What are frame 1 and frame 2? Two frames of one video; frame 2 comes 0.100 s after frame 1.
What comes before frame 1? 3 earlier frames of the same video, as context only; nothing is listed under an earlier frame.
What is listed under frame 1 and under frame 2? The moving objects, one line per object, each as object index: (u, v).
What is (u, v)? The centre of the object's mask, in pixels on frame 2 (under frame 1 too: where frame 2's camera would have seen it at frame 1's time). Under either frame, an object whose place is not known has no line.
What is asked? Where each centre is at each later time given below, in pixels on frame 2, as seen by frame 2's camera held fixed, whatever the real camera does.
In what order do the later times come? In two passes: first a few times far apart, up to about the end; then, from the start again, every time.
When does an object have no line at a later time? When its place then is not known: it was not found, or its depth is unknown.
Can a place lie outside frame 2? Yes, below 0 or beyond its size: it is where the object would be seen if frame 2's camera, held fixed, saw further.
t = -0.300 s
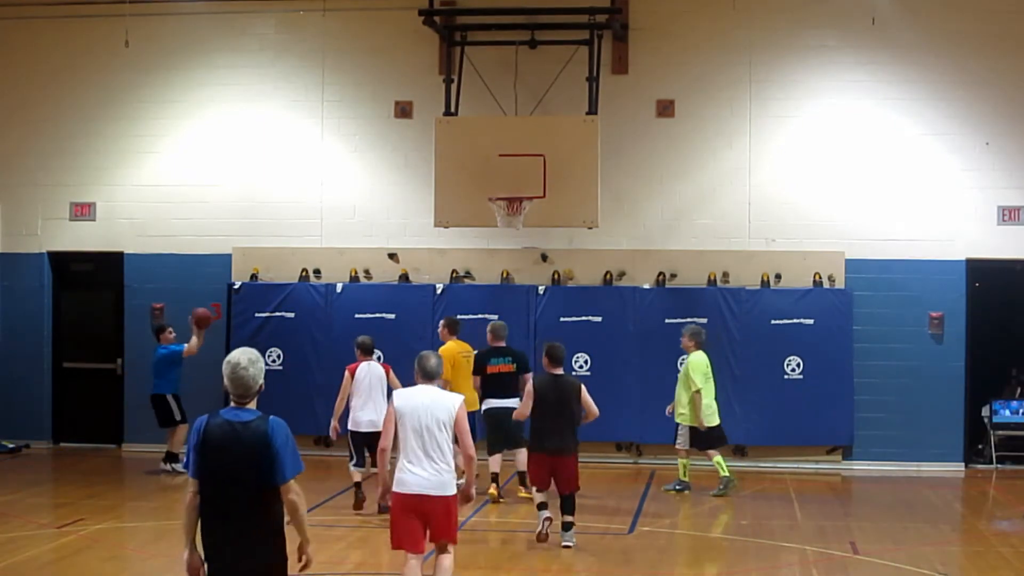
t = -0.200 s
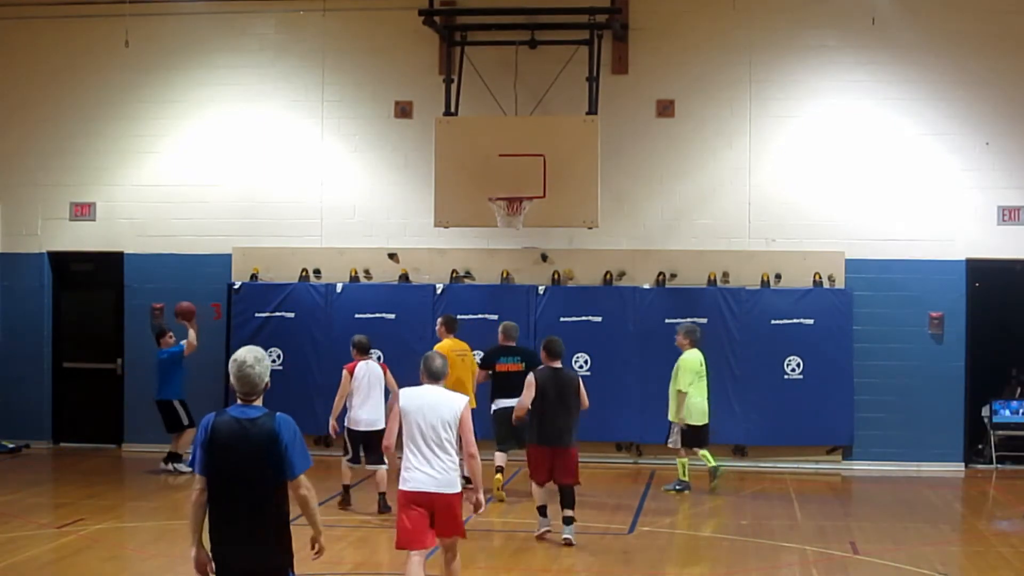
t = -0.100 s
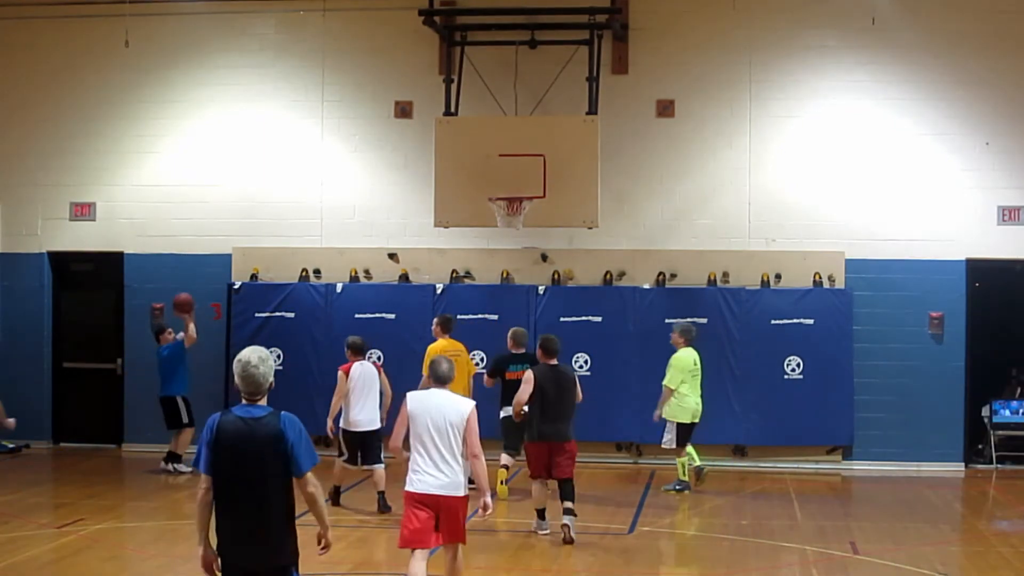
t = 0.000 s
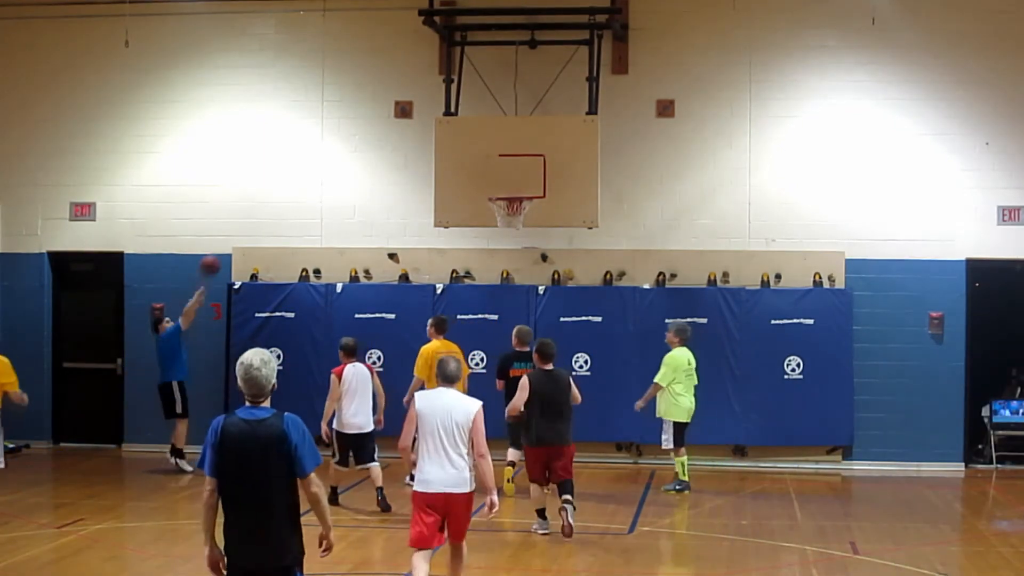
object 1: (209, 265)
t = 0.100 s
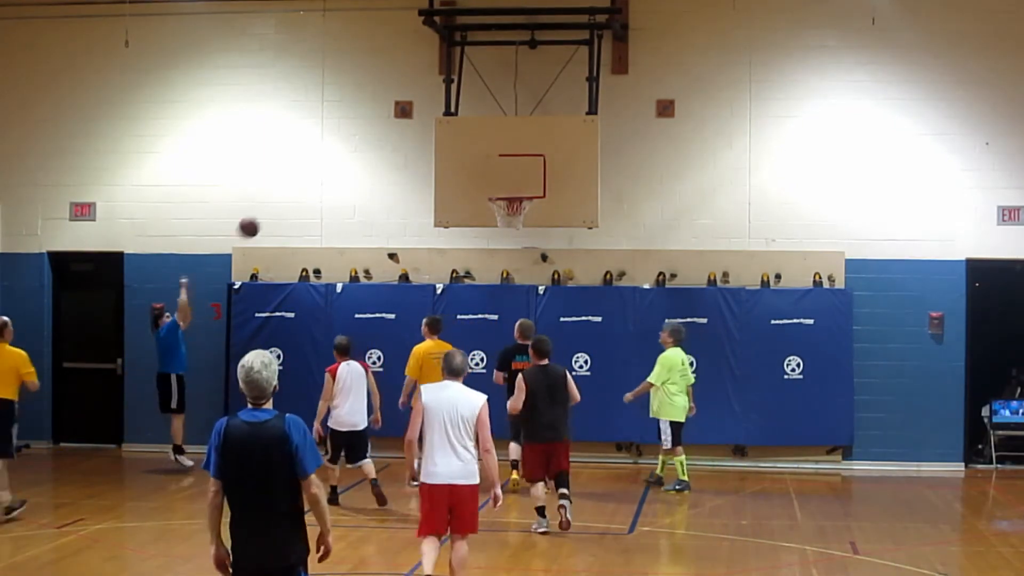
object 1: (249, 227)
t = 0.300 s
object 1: (327, 176)
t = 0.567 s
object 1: (431, 161)
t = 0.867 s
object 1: (513, 209)
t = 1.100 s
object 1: (518, 241)
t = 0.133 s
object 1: (261, 216)
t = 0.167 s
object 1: (274, 206)
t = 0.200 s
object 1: (288, 197)
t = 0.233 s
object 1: (301, 190)
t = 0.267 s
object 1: (314, 183)
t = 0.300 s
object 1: (327, 176)
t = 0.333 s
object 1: (340, 171)
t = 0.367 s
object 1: (353, 166)
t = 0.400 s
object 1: (366, 163)
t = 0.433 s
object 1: (379, 161)
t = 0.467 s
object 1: (392, 159)
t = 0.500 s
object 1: (405, 159)
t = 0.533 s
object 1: (418, 159)
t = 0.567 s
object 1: (431, 161)
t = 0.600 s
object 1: (445, 164)
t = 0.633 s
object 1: (458, 167)
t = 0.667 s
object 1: (471, 172)
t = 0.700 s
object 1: (484, 178)
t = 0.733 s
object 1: (497, 184)
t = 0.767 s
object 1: (510, 191)
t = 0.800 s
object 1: (519, 198)
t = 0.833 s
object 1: (515, 203)
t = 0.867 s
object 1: (513, 209)
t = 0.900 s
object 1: (510, 214)
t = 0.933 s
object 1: (510, 219)
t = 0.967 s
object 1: (511, 220)
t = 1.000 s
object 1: (513, 226)
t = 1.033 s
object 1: (515, 230)
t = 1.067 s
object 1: (517, 236)
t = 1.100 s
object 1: (518, 241)
